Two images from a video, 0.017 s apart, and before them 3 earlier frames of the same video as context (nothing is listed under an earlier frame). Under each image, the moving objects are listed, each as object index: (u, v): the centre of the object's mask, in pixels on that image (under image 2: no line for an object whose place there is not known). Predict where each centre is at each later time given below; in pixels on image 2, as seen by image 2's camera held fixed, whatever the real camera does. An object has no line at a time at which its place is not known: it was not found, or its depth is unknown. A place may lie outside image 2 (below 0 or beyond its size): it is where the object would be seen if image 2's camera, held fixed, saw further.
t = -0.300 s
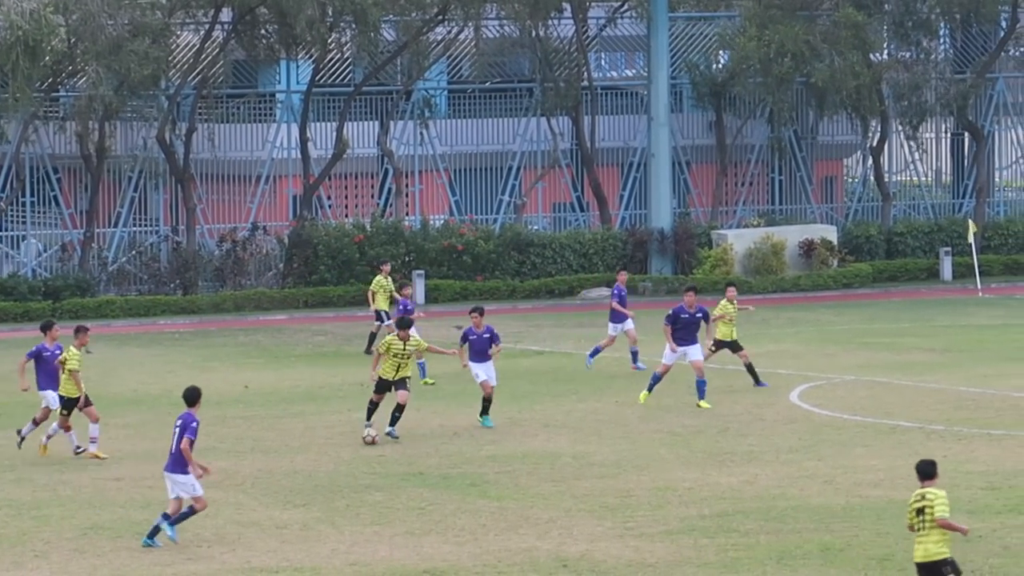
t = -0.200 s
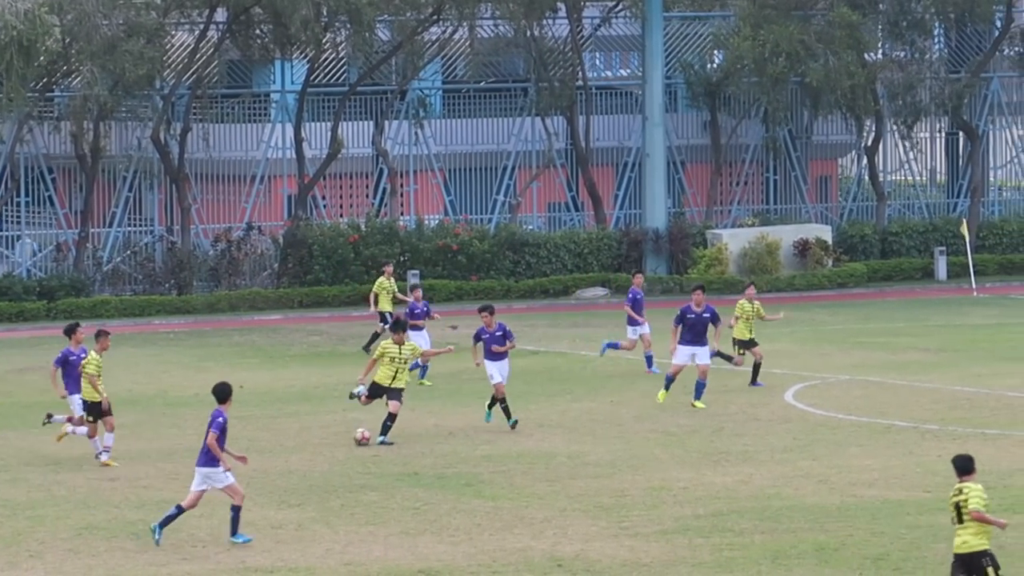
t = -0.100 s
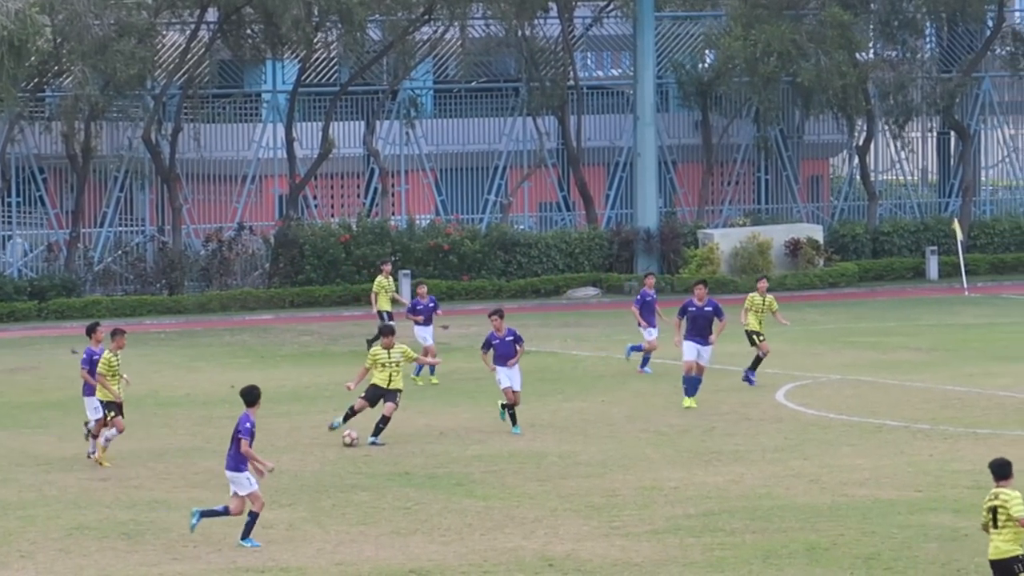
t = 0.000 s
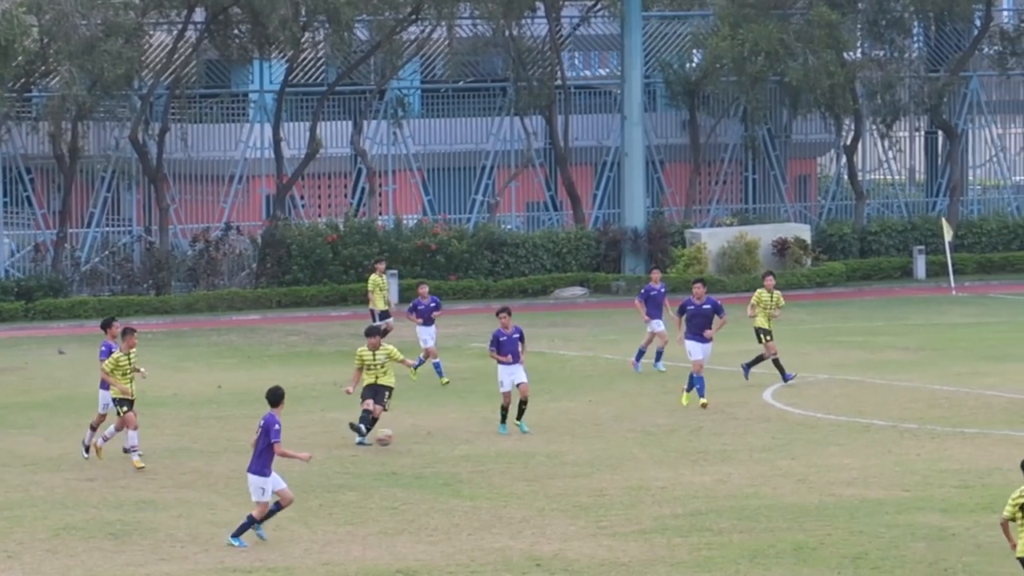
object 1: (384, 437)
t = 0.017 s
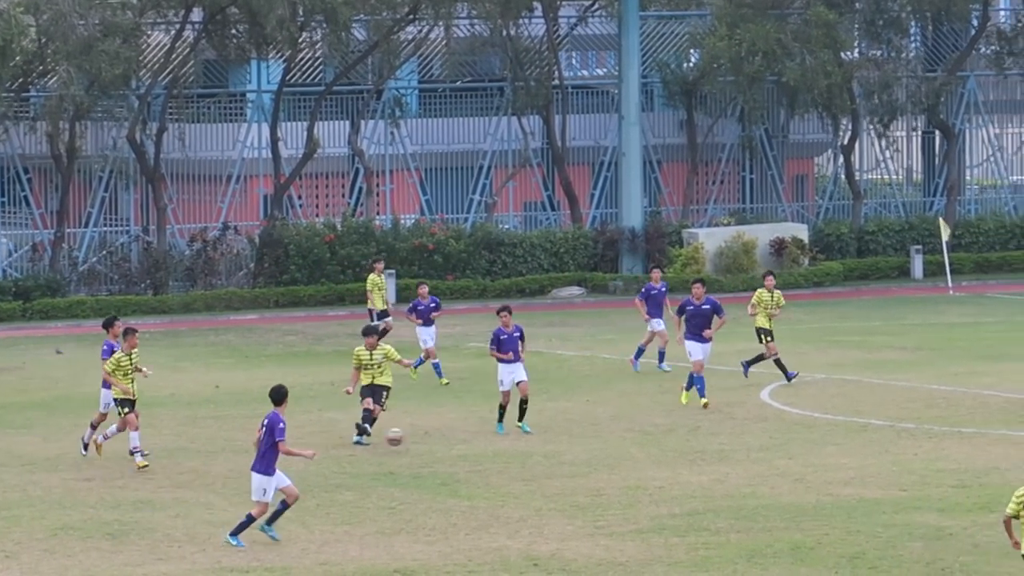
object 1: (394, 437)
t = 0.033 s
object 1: (409, 437)
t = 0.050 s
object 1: (422, 437)
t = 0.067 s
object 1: (436, 438)
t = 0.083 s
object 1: (450, 438)
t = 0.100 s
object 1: (465, 440)
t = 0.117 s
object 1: (479, 441)
